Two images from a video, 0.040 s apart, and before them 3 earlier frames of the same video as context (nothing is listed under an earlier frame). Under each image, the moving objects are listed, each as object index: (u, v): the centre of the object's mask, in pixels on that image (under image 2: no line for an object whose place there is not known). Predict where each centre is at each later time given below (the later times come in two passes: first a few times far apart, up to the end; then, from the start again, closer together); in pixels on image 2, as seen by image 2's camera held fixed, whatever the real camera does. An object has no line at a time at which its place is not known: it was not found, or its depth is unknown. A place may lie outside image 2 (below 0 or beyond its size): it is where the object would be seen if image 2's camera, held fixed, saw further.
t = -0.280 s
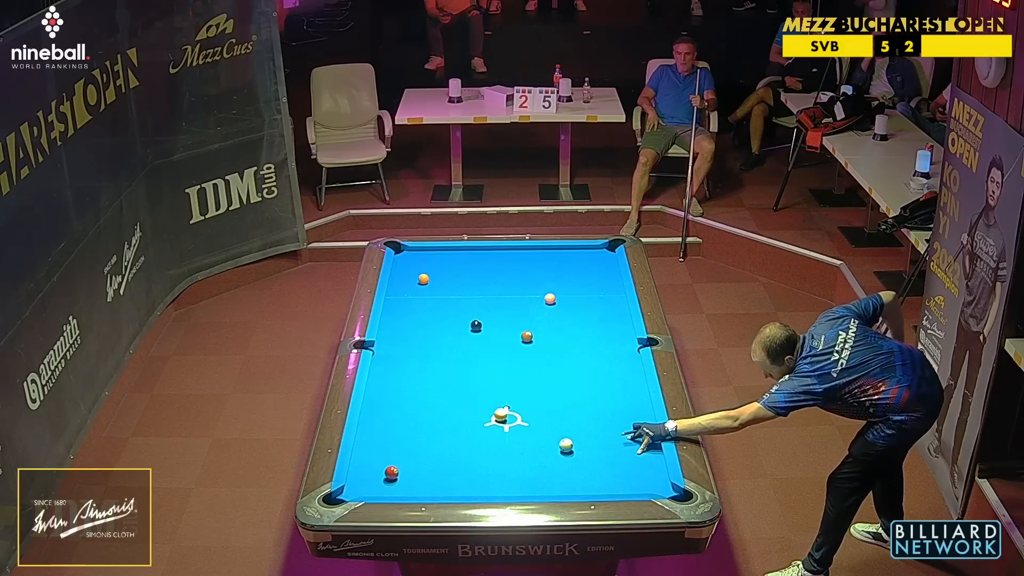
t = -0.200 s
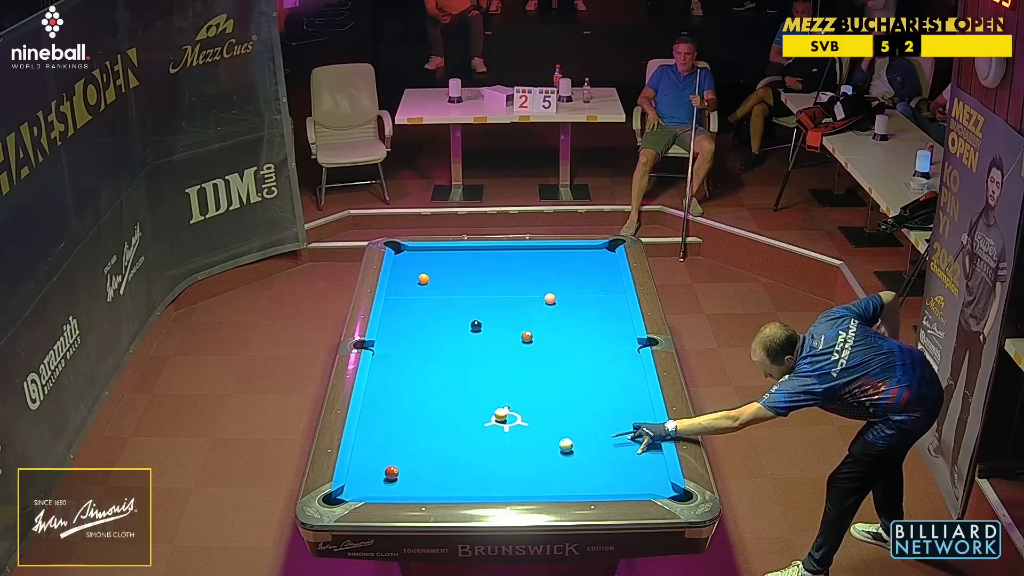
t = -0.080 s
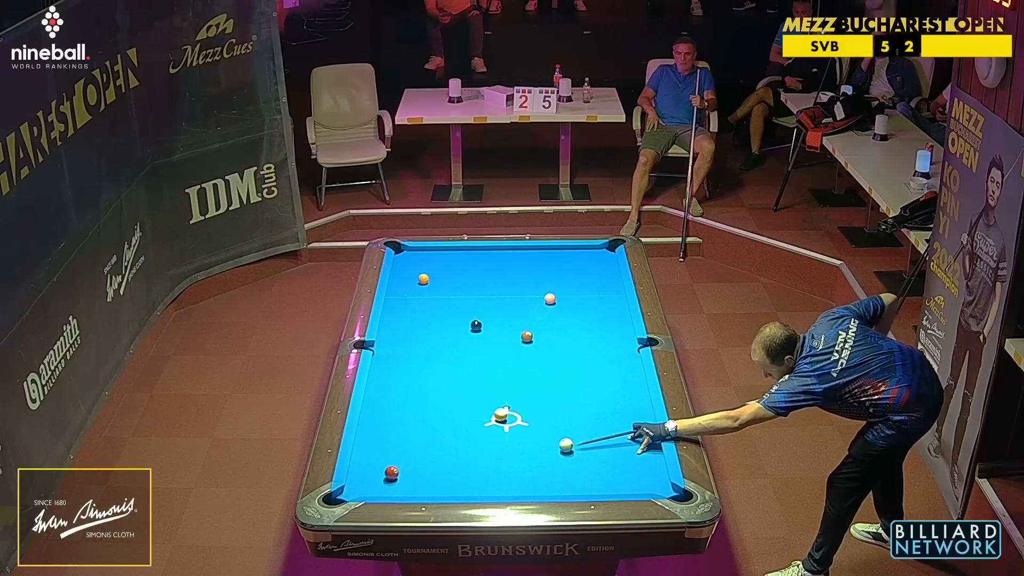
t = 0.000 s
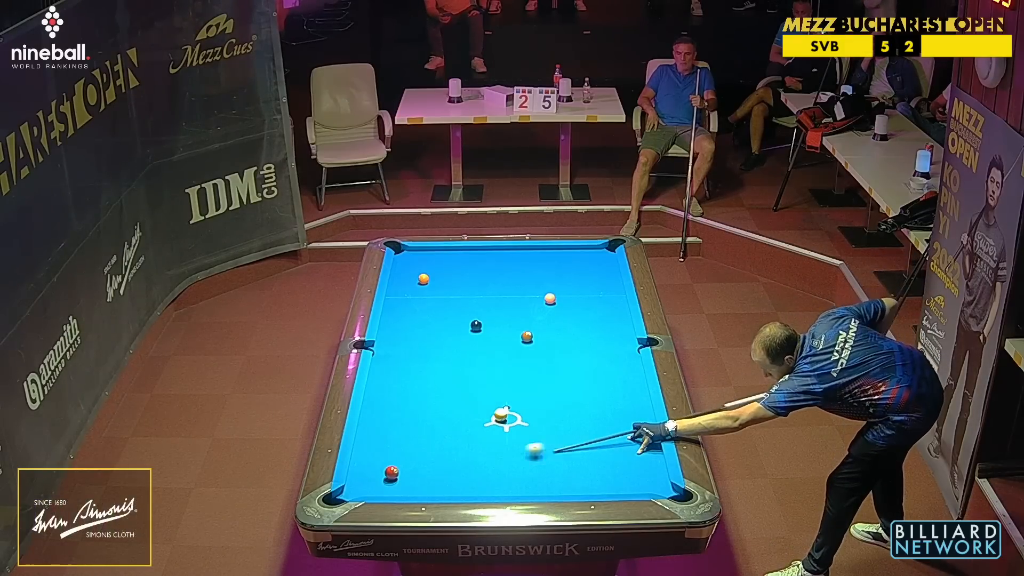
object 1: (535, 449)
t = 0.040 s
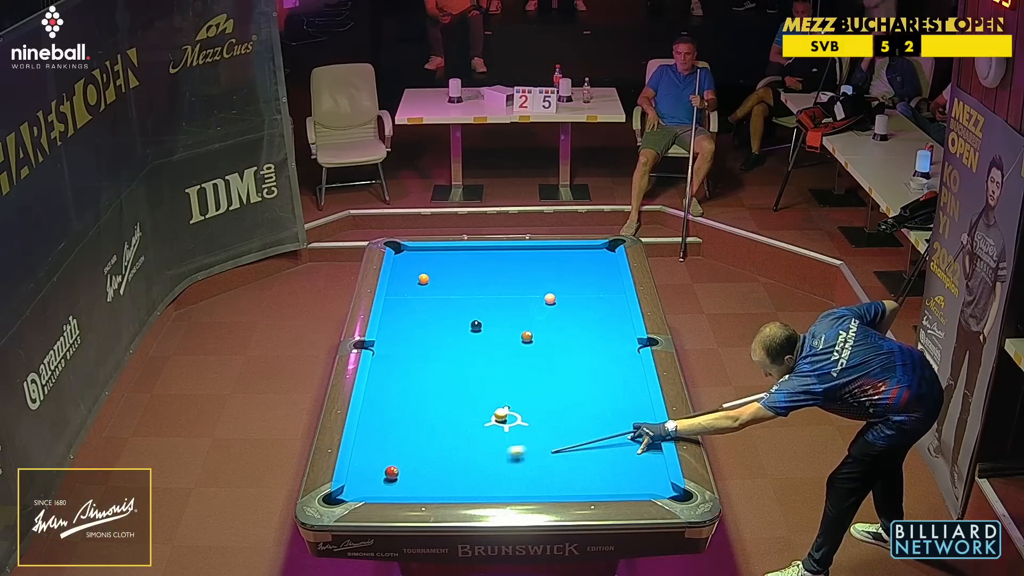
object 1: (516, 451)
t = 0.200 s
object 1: (449, 460)
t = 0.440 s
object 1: (394, 462)
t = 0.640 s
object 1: (379, 454)
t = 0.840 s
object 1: (366, 446)
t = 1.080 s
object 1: (367, 438)
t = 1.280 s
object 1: (376, 431)
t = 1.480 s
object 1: (384, 425)
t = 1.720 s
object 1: (393, 418)
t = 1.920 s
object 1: (401, 412)
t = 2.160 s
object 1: (408, 407)
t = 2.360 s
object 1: (415, 402)
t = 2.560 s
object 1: (420, 398)
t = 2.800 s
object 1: (426, 394)
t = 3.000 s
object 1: (431, 390)
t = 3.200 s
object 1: (435, 387)
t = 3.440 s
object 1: (439, 384)
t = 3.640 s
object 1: (444, 382)
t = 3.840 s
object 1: (446, 379)
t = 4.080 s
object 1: (448, 377)
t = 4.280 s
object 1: (451, 375)
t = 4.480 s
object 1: (453, 374)
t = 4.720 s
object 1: (454, 373)
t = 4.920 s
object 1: (455, 372)
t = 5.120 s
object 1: (455, 372)
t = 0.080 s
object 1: (498, 454)
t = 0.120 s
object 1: (481, 456)
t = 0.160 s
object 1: (465, 459)
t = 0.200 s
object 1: (449, 460)
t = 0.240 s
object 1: (434, 462)
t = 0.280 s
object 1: (420, 464)
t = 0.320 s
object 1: (406, 466)
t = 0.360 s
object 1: (400, 466)
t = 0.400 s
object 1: (397, 464)
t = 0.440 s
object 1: (394, 462)
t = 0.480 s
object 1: (391, 460)
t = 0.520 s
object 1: (388, 459)
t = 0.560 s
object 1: (385, 457)
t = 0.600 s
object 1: (382, 456)
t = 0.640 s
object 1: (379, 454)
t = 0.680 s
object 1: (377, 453)
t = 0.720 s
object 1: (374, 451)
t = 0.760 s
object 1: (371, 449)
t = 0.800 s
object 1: (368, 448)
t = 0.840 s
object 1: (366, 446)
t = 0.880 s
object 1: (363, 445)
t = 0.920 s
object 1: (361, 444)
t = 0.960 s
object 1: (362, 442)
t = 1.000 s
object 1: (364, 441)
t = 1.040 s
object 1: (365, 439)
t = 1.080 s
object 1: (367, 438)
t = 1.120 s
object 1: (369, 436)
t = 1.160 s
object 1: (371, 435)
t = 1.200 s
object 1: (373, 434)
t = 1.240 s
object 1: (374, 432)
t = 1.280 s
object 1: (376, 431)
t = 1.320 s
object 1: (378, 430)
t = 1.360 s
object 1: (379, 428)
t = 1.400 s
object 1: (381, 427)
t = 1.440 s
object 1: (383, 426)
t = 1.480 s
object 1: (384, 425)
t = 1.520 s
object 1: (386, 424)
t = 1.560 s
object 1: (387, 422)
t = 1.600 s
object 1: (389, 421)
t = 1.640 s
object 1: (390, 420)
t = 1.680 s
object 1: (392, 419)
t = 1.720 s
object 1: (393, 418)
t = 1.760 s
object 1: (395, 417)
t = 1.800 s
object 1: (396, 416)
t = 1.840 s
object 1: (398, 415)
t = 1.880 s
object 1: (399, 414)
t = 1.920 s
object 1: (401, 412)
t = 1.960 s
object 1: (402, 411)
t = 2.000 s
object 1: (403, 410)
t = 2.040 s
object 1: (405, 409)
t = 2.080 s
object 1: (406, 409)
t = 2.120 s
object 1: (407, 408)
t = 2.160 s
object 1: (408, 407)
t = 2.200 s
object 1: (410, 406)
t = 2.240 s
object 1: (411, 405)
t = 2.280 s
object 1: (412, 404)
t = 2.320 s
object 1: (413, 403)
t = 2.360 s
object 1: (415, 402)
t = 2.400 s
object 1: (416, 401)
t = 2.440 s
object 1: (417, 401)
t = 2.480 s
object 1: (418, 400)
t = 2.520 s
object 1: (419, 399)
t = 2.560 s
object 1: (420, 398)
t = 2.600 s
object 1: (421, 397)
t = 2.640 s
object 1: (422, 396)
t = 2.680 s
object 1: (423, 396)
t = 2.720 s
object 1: (424, 395)
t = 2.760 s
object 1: (425, 394)
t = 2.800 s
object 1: (426, 394)
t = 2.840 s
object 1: (427, 393)
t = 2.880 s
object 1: (428, 392)
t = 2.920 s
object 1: (429, 391)
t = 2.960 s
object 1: (430, 391)
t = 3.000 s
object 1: (431, 390)
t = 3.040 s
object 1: (432, 390)
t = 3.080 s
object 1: (433, 389)
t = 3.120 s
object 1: (434, 388)
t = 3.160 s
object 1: (434, 388)
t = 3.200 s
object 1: (435, 387)
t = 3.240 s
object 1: (436, 386)
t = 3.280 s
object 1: (437, 386)
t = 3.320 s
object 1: (437, 385)
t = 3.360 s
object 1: (438, 385)
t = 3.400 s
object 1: (439, 384)
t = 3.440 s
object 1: (439, 384)
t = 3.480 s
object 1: (438, 384)
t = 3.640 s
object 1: (444, 382)
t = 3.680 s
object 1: (443, 381)
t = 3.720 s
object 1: (444, 380)
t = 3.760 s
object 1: (444, 380)
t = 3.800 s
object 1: (445, 379)
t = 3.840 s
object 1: (446, 379)
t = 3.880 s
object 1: (446, 379)
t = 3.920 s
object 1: (447, 378)
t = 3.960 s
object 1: (447, 378)
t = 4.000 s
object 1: (448, 377)
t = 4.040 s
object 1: (448, 377)
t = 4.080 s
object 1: (448, 377)
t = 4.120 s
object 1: (449, 376)
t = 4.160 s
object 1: (449, 376)
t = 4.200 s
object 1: (450, 376)
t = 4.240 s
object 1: (450, 375)
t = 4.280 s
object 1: (451, 375)
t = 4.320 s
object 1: (451, 375)
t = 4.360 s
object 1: (451, 375)
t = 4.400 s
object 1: (452, 374)
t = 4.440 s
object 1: (452, 374)
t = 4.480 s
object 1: (453, 374)
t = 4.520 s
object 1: (453, 374)
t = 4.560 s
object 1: (453, 374)
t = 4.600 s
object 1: (453, 373)
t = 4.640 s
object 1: (454, 373)
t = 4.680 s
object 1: (454, 373)
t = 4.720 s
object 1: (454, 373)
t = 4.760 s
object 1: (454, 373)
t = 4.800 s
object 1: (454, 373)
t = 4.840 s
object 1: (455, 373)
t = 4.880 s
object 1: (455, 372)
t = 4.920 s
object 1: (455, 372)
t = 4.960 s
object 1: (455, 372)
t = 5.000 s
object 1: (455, 372)
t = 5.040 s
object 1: (455, 372)
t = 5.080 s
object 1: (455, 372)
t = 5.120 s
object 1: (455, 372)
